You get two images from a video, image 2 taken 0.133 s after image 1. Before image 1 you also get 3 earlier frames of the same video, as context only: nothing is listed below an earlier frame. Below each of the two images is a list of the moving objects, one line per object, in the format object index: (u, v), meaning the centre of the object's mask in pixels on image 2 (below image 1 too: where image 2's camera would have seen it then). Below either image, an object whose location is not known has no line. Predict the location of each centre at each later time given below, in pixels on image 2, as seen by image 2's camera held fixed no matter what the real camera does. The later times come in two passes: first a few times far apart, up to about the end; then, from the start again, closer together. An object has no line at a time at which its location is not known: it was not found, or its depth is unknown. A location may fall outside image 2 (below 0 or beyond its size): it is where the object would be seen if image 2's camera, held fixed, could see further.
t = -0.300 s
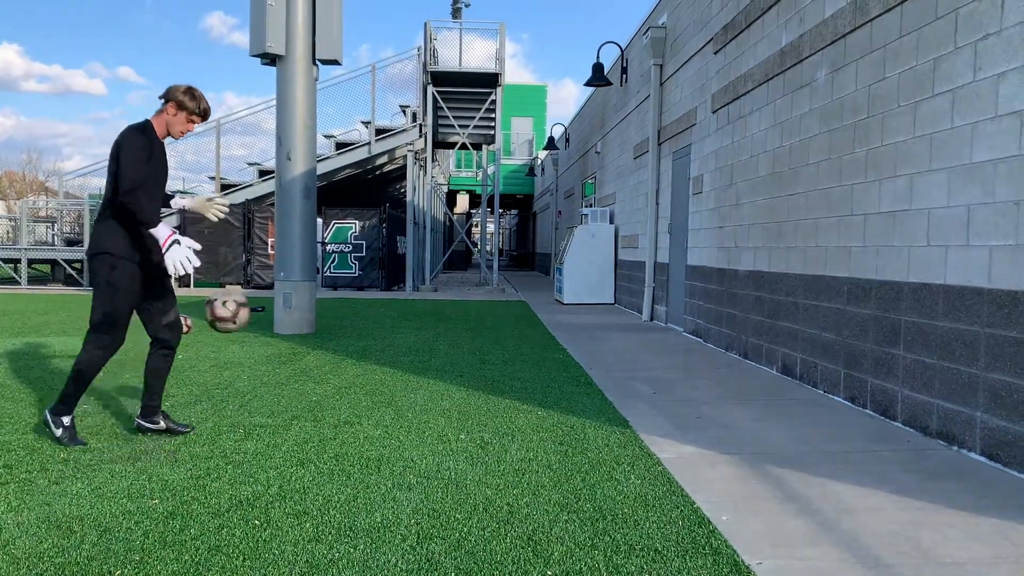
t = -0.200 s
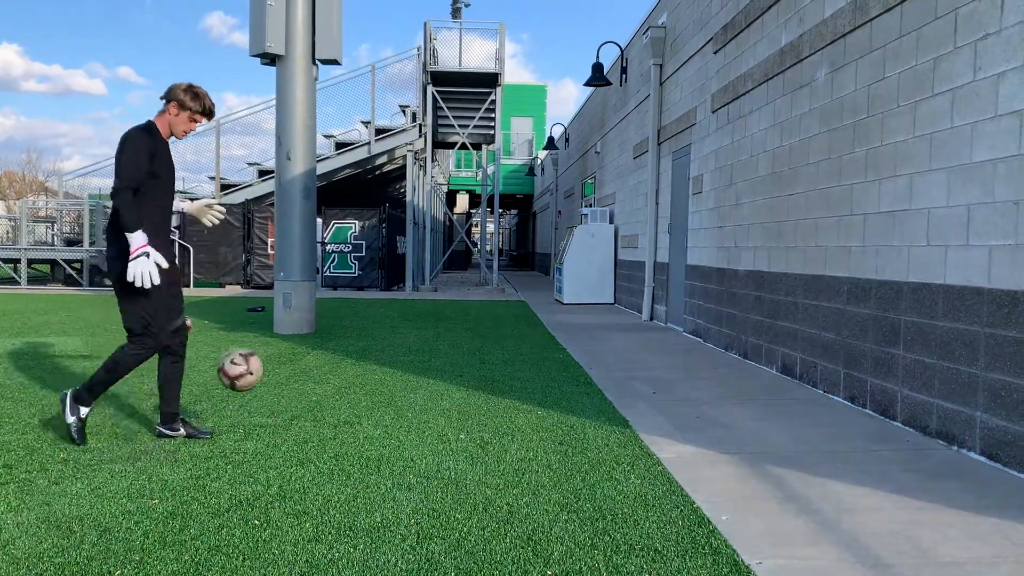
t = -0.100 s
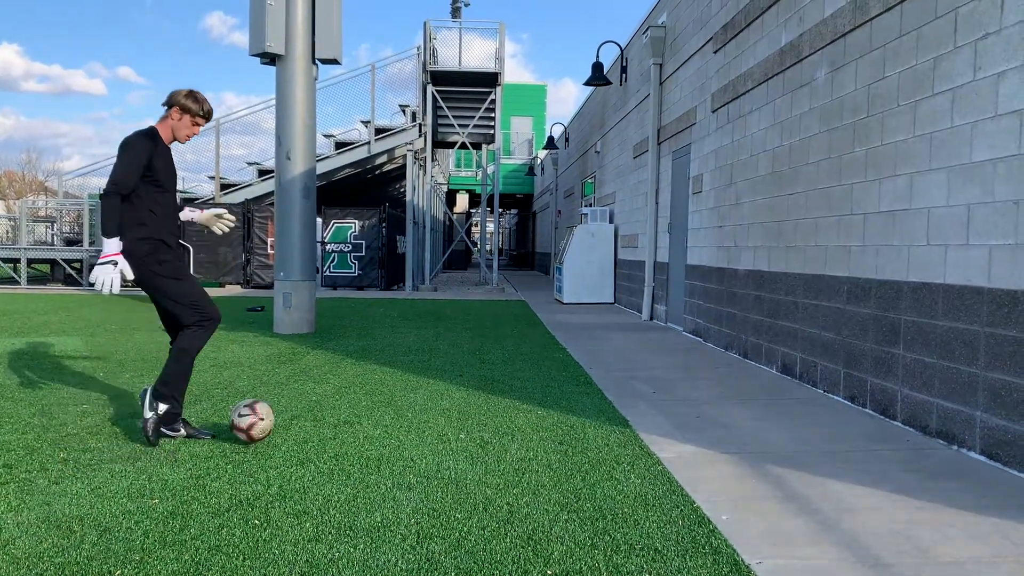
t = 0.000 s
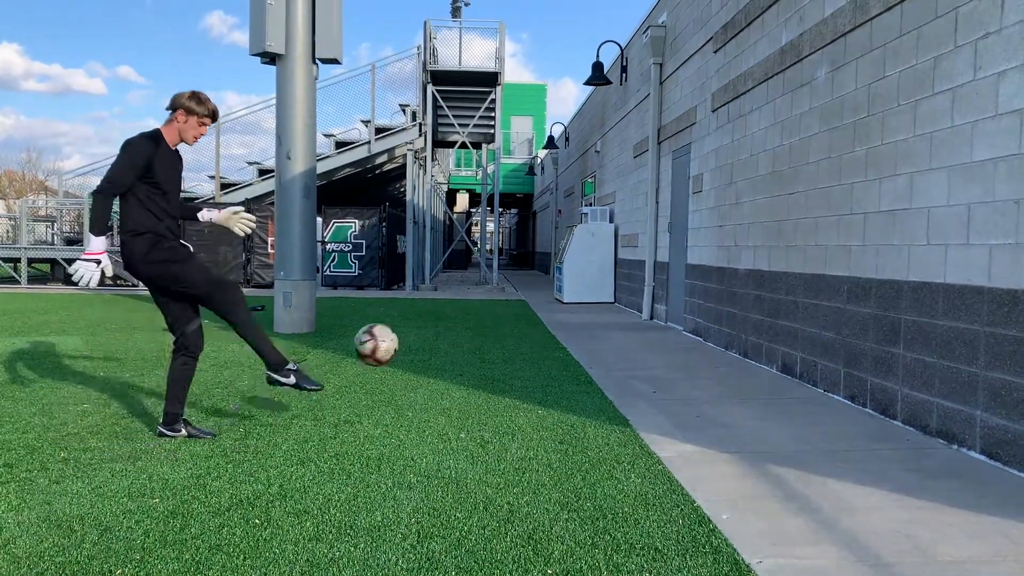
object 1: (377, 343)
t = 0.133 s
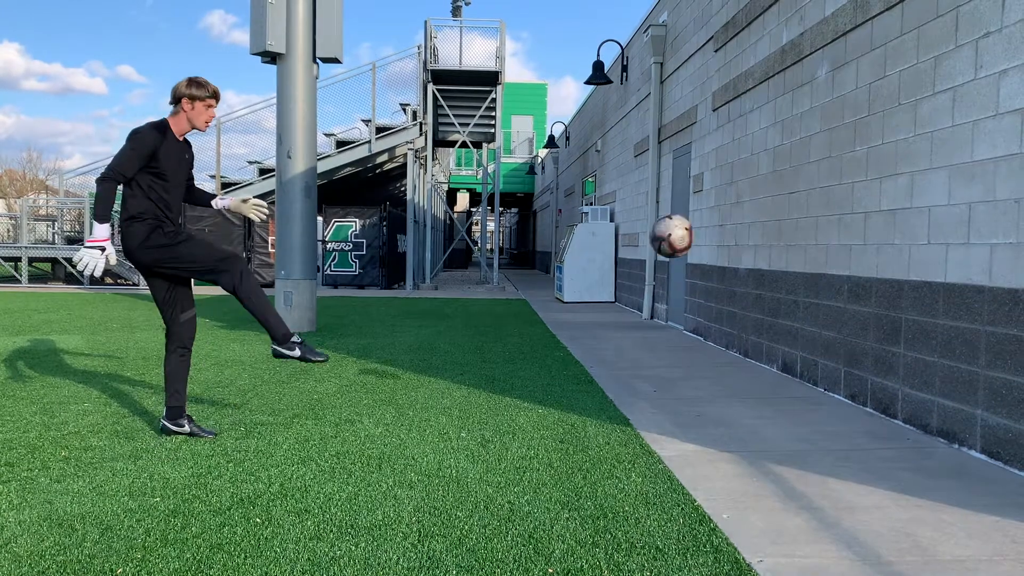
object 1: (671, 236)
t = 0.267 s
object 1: (969, 159)
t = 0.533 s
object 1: (515, 151)
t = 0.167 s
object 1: (746, 214)
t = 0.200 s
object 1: (822, 193)
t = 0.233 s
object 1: (897, 175)
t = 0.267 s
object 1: (969, 159)
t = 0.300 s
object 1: (915, 150)
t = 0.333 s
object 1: (859, 143)
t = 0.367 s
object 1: (803, 140)
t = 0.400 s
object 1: (746, 137)
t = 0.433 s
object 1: (689, 136)
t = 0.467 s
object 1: (632, 140)
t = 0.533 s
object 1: (515, 151)
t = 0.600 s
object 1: (398, 169)
